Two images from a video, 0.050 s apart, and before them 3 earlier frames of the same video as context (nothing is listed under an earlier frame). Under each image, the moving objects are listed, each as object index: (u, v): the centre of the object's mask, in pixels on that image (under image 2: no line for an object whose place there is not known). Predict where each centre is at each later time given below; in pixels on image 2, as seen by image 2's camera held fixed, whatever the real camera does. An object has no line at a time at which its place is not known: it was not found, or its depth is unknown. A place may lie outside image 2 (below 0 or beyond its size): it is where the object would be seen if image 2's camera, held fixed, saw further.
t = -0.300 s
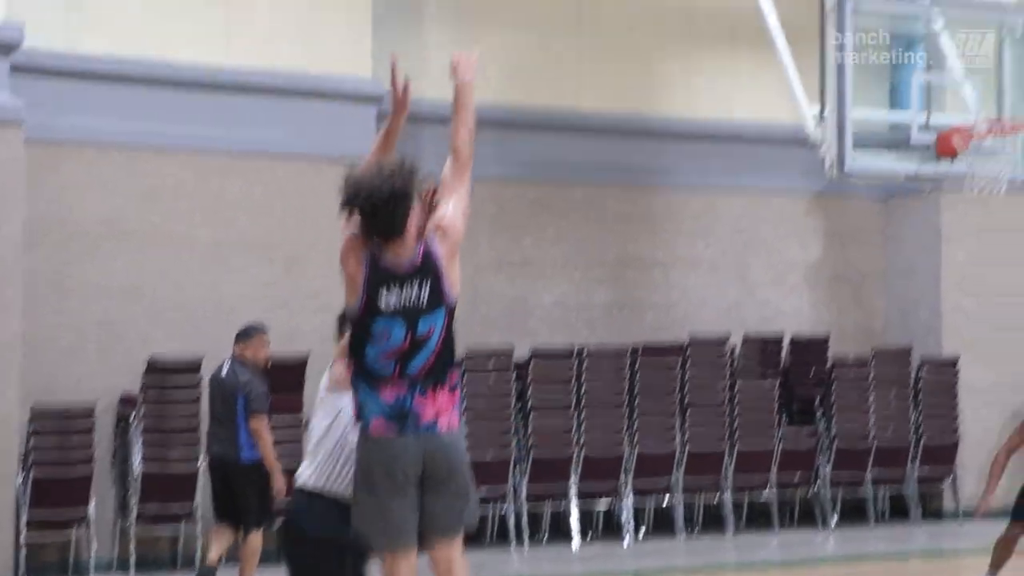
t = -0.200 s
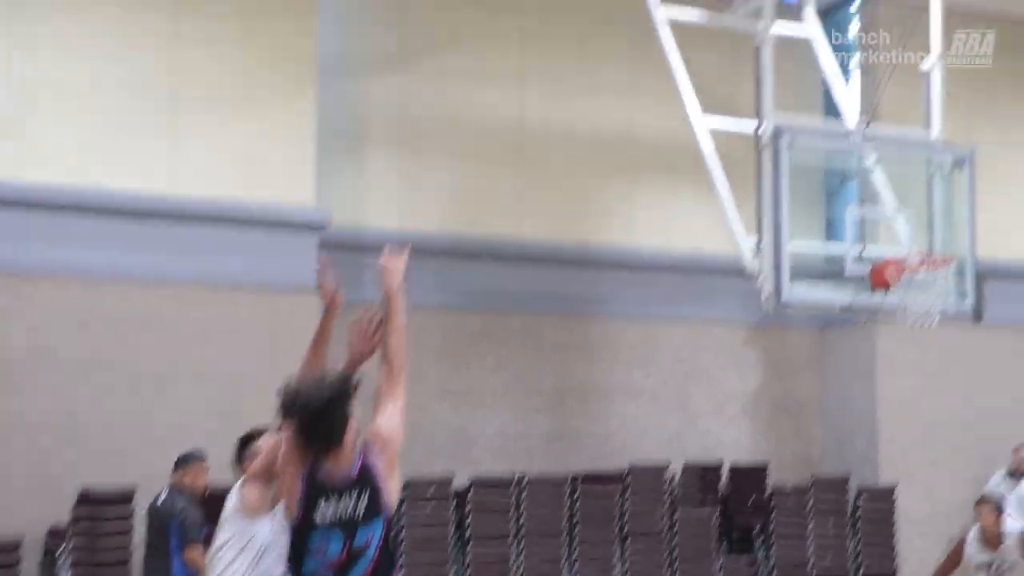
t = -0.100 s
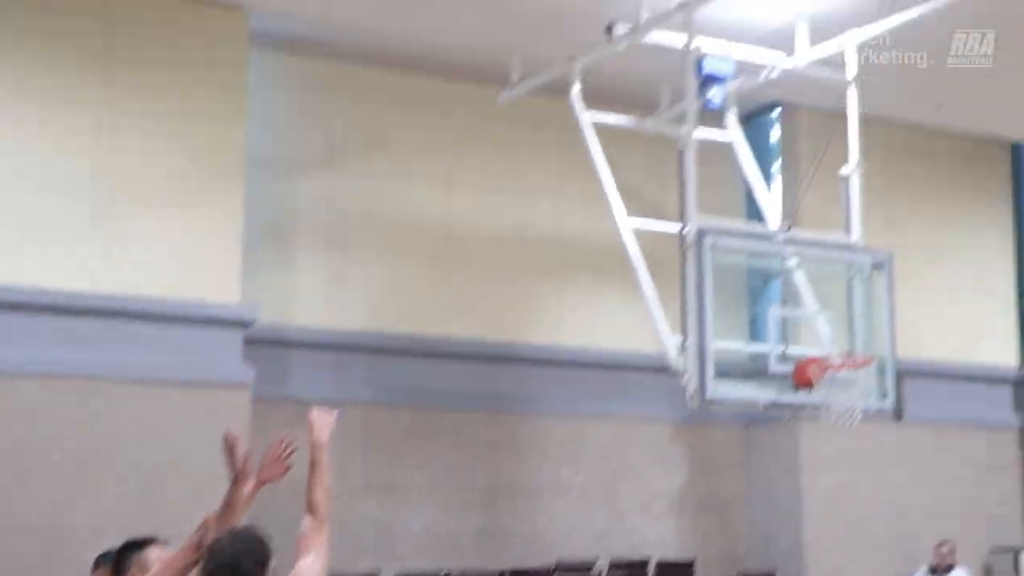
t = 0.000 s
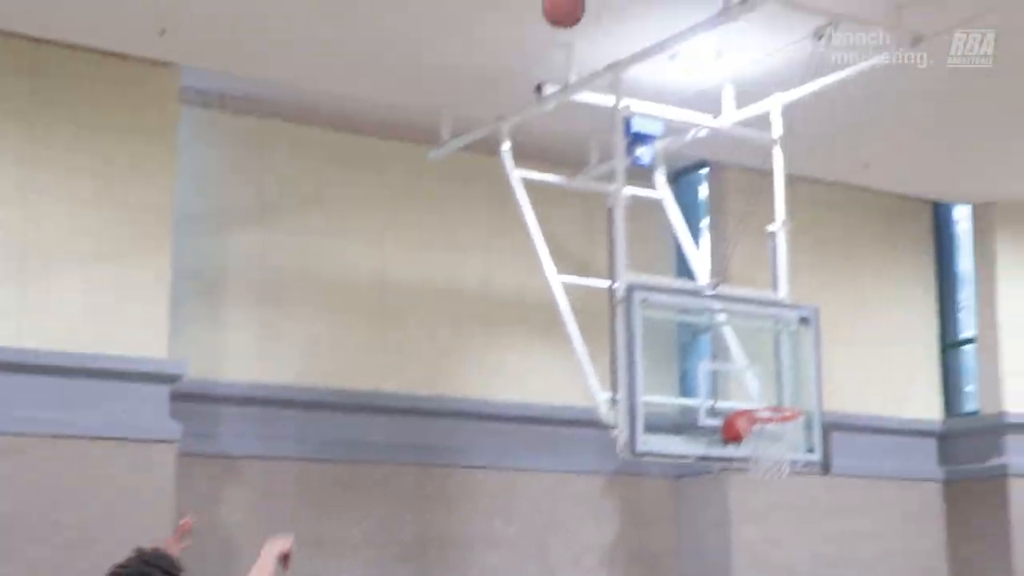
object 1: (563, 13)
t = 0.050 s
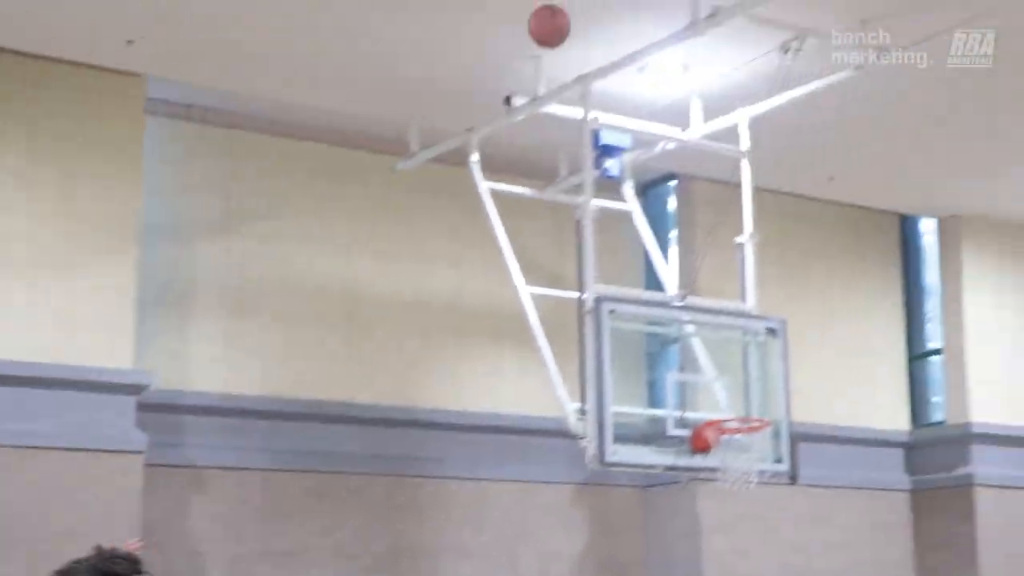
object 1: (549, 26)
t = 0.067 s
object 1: (555, 29)
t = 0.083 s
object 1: (561, 33)
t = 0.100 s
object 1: (567, 39)
